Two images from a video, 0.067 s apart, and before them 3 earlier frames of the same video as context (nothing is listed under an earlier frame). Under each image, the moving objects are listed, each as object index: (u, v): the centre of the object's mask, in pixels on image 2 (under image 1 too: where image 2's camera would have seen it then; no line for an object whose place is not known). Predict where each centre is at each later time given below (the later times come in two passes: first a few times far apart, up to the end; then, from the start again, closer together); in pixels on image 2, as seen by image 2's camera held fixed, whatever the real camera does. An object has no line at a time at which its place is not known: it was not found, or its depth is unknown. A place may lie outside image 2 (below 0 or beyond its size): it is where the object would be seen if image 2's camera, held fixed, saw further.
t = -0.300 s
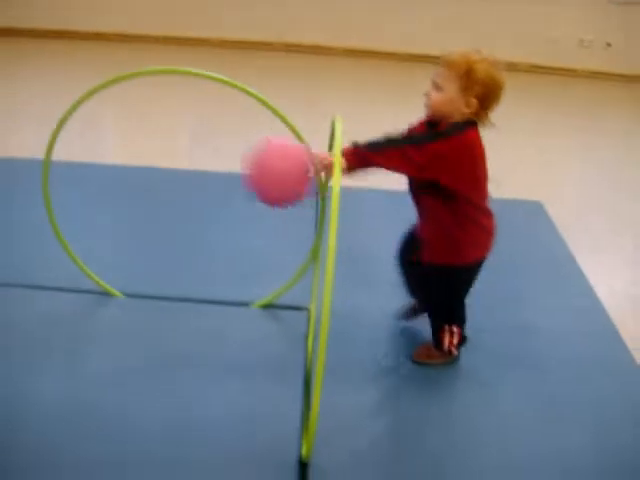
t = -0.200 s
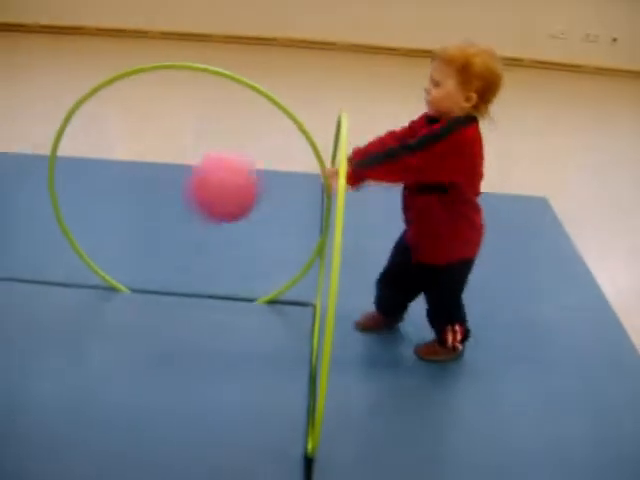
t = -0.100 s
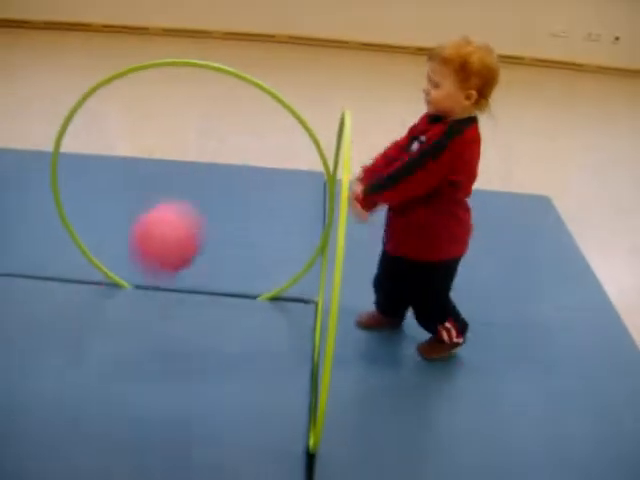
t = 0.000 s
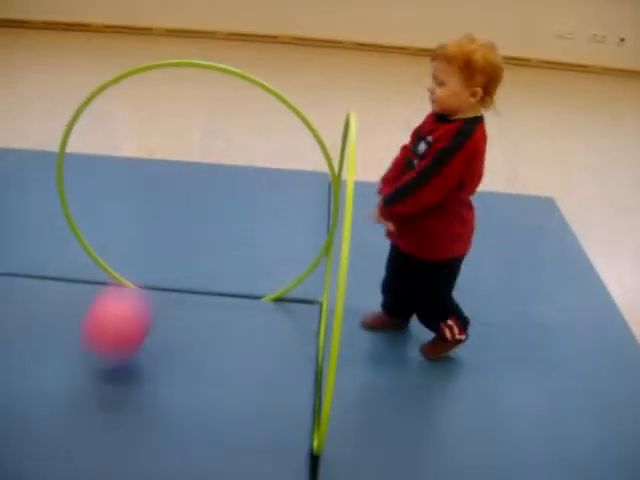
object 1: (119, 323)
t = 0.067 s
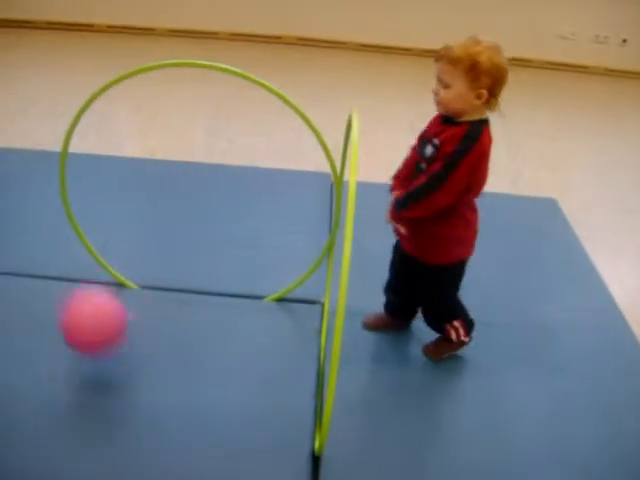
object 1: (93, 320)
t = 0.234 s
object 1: (29, 265)
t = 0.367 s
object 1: (13, 284)
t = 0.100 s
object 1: (79, 303)
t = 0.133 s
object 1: (67, 289)
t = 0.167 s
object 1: (55, 277)
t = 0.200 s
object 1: (40, 269)
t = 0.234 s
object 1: (29, 265)
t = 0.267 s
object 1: (23, 264)
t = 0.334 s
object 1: (15, 274)
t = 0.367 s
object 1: (13, 284)
